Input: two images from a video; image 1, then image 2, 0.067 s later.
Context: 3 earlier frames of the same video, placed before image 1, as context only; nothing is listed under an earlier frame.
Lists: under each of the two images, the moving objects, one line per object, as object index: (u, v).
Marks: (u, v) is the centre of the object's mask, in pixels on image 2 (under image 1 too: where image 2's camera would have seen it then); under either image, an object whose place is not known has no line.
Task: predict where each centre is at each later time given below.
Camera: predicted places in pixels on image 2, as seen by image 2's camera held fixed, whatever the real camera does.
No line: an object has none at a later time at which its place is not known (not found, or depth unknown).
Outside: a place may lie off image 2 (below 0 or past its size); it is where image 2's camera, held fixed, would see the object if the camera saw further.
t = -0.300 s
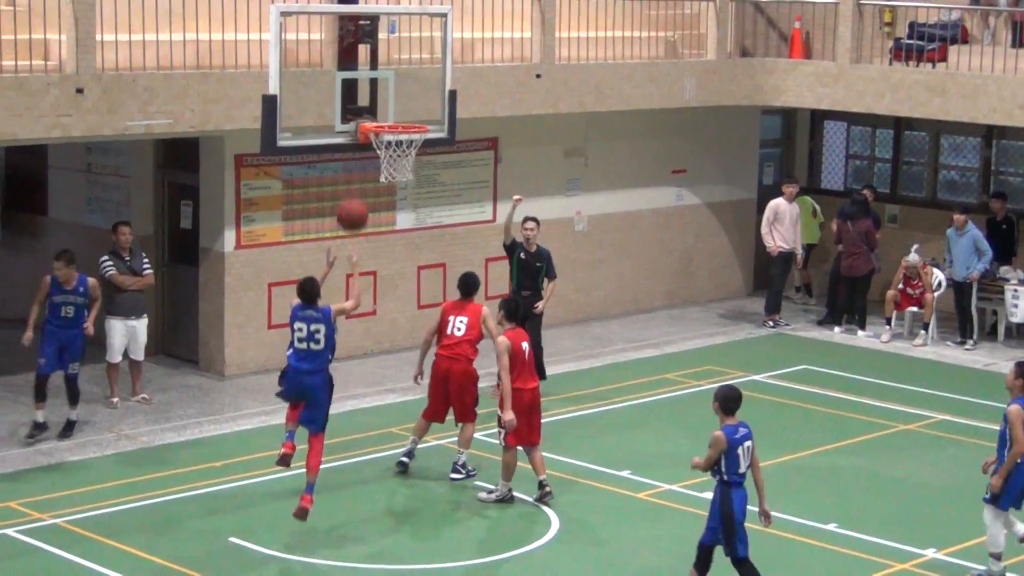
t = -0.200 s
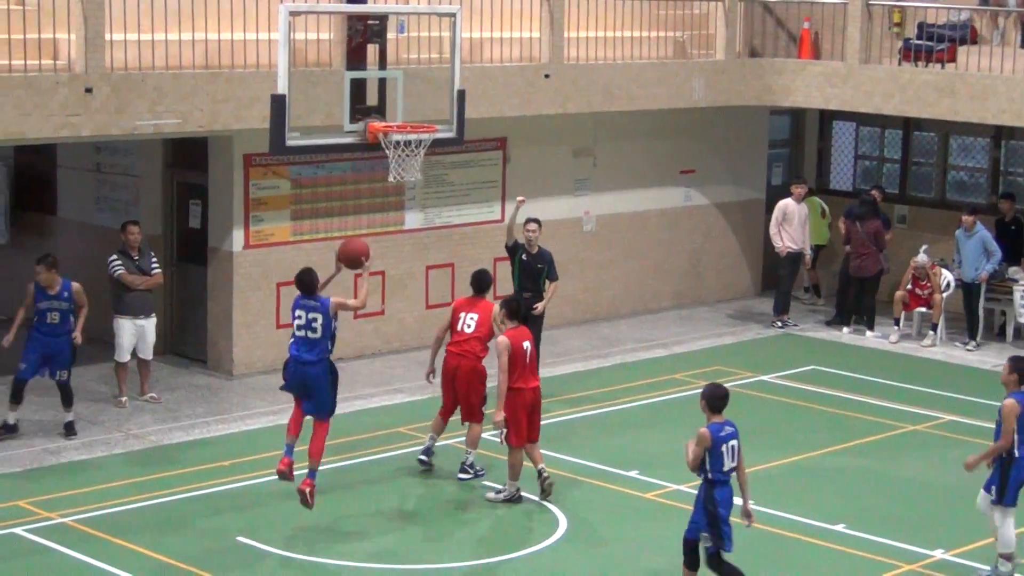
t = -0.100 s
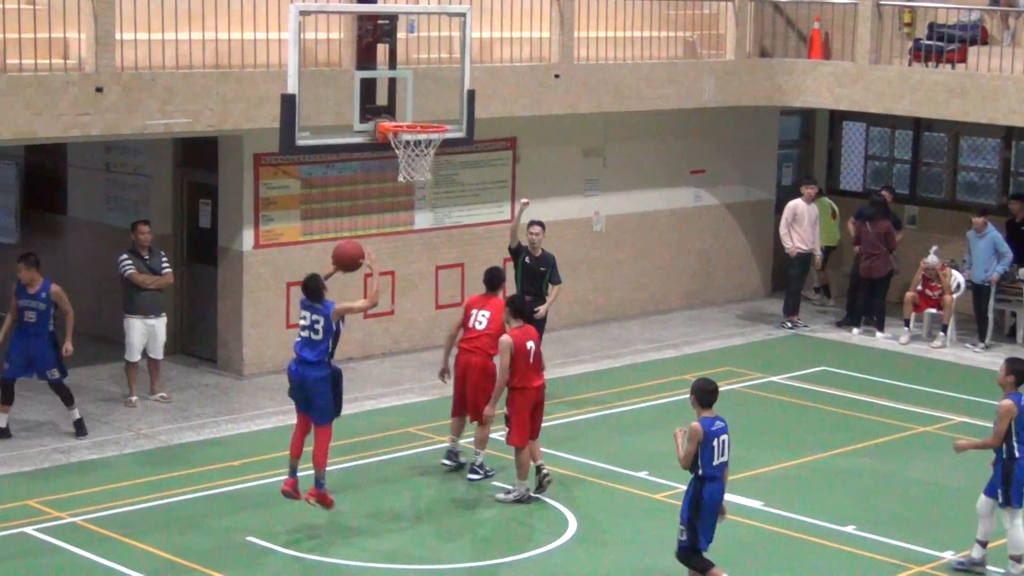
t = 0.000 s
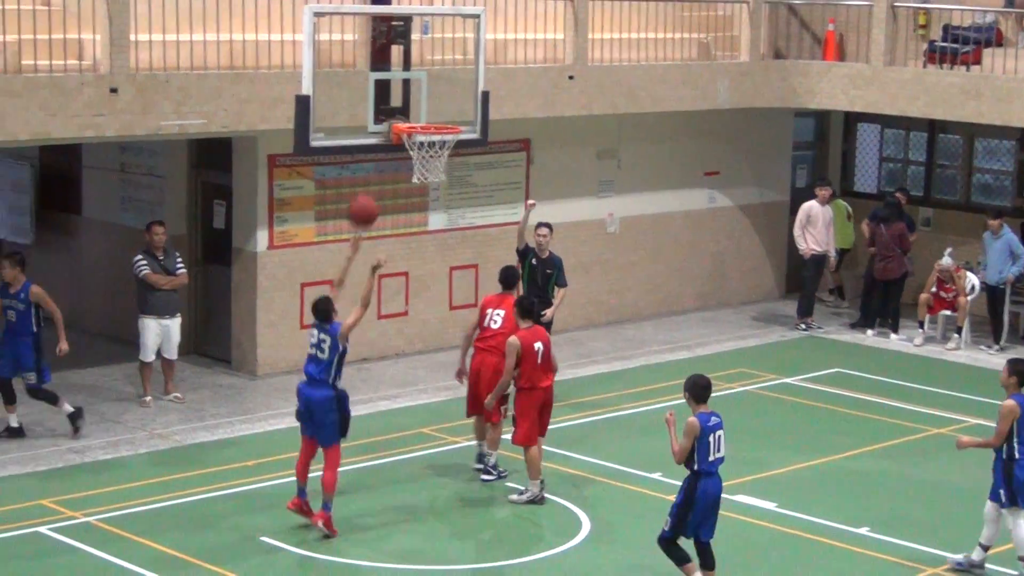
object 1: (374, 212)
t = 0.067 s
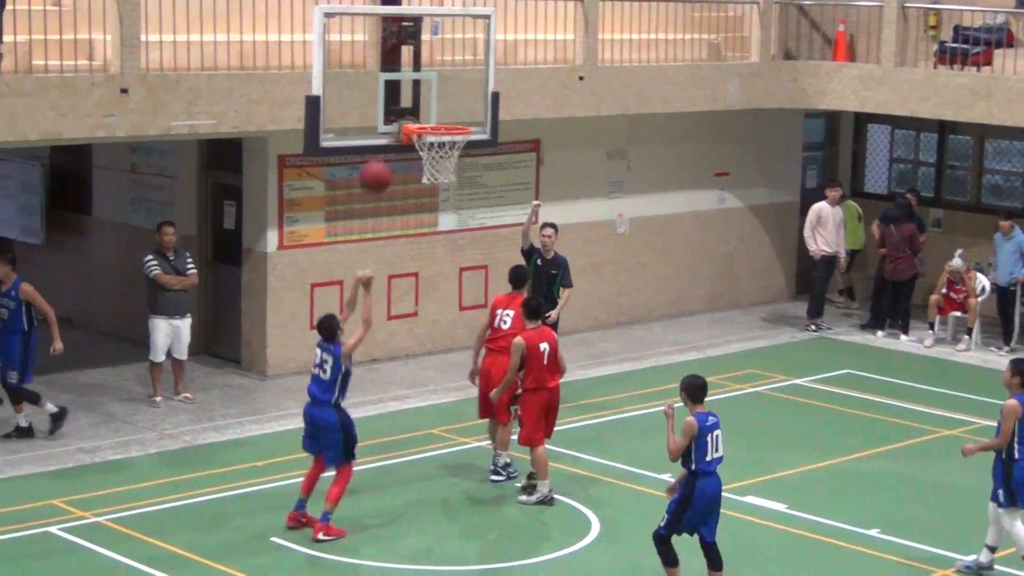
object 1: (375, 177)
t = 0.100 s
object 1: (377, 161)
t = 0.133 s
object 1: (377, 148)
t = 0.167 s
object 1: (379, 135)
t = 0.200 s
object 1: (380, 124)
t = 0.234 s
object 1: (381, 115)
